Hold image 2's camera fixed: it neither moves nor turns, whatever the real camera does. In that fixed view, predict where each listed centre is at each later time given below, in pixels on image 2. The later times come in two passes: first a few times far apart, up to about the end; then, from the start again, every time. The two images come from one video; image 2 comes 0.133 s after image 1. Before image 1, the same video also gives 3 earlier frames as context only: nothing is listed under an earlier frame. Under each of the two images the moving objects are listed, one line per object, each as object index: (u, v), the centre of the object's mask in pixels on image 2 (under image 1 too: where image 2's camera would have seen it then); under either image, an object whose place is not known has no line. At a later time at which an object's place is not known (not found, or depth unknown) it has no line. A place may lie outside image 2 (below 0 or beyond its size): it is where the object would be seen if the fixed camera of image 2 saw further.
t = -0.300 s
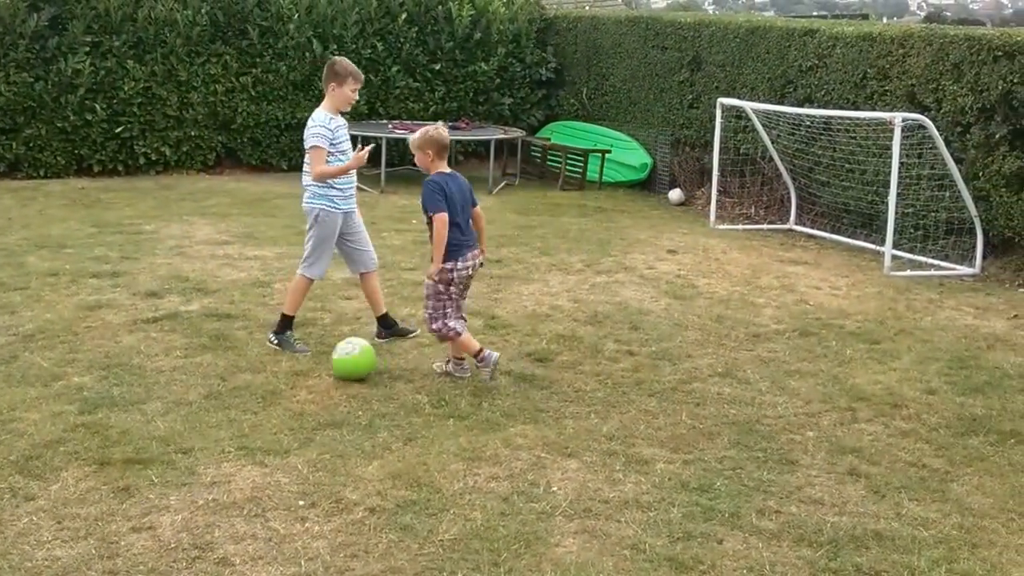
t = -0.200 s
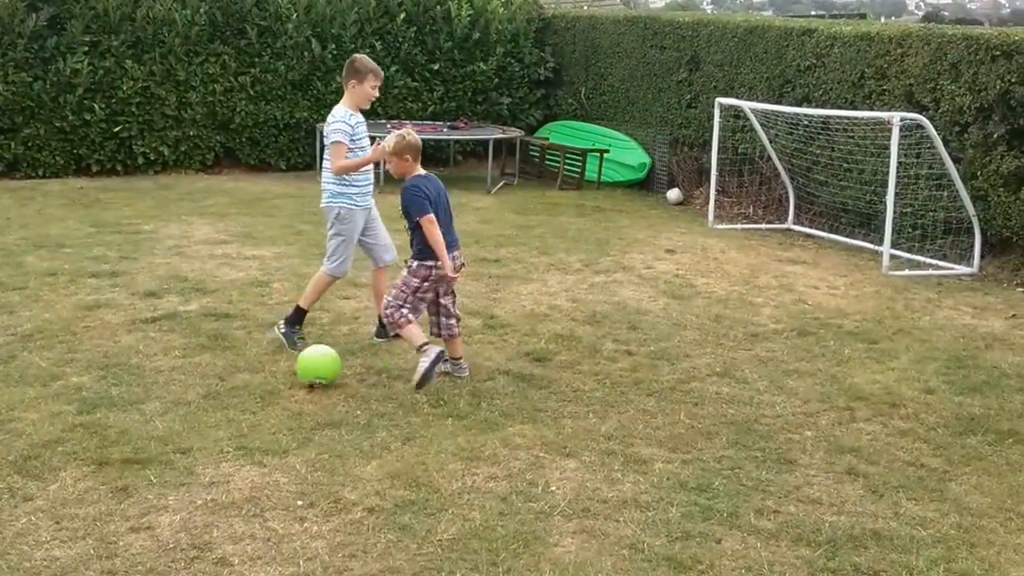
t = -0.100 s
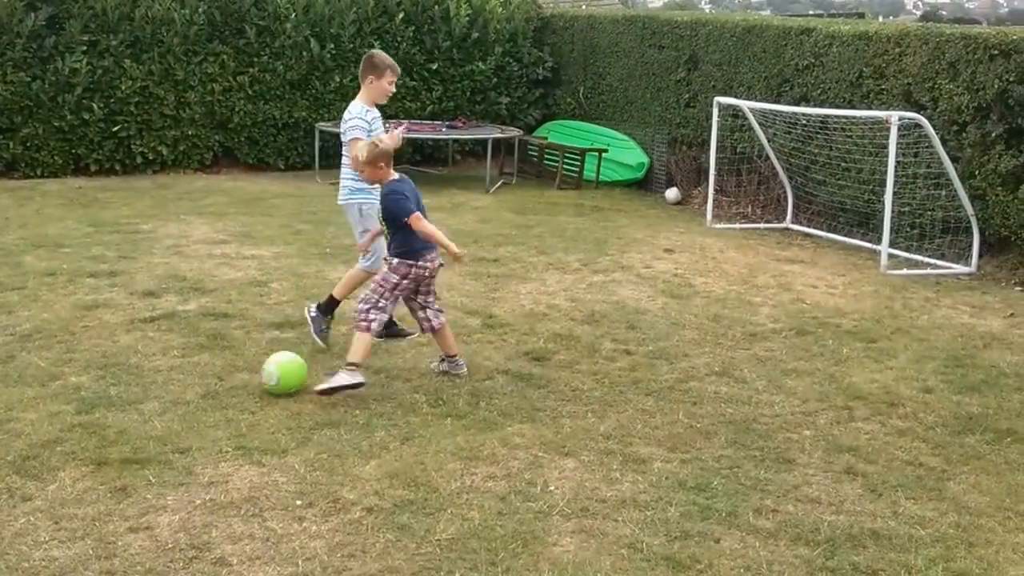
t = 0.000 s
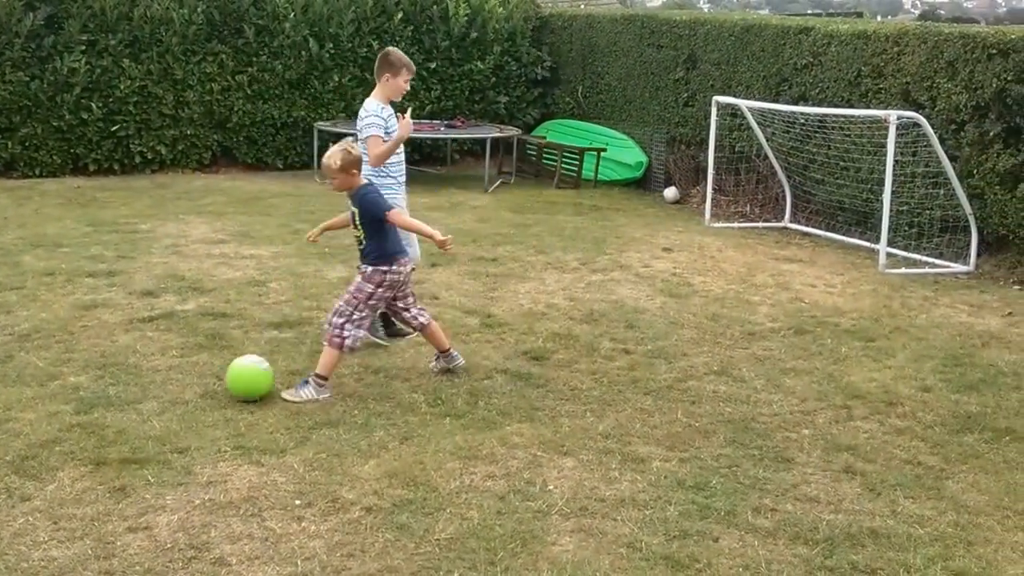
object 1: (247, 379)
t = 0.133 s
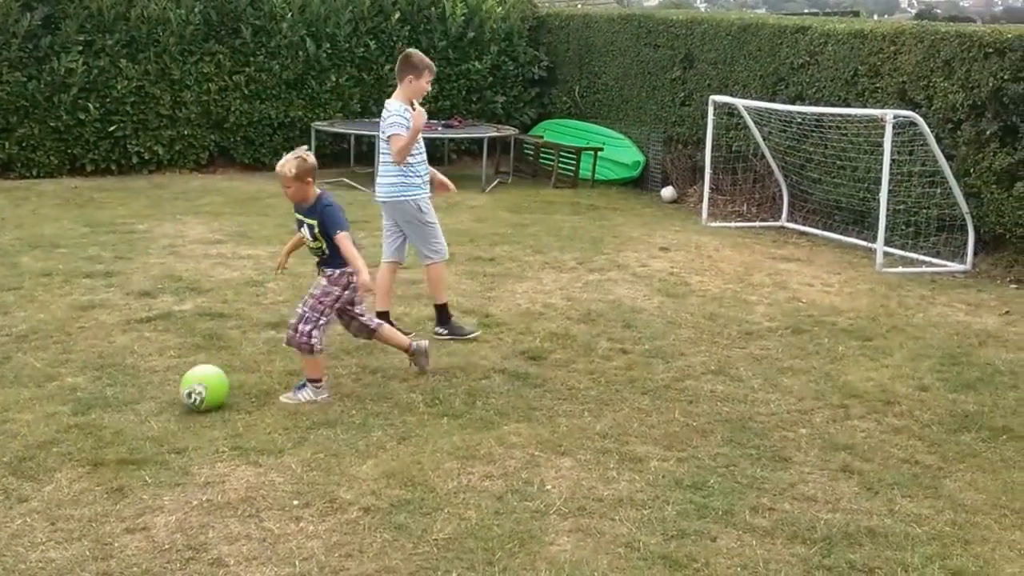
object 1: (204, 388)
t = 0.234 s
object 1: (173, 394)
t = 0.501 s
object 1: (99, 409)
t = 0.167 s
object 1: (194, 391)
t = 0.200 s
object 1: (183, 393)
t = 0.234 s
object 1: (173, 394)
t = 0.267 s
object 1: (163, 396)
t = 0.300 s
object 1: (152, 399)
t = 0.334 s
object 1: (143, 400)
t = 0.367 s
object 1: (134, 402)
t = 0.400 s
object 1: (125, 404)
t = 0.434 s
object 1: (116, 405)
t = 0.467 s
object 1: (108, 407)
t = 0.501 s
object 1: (99, 409)
